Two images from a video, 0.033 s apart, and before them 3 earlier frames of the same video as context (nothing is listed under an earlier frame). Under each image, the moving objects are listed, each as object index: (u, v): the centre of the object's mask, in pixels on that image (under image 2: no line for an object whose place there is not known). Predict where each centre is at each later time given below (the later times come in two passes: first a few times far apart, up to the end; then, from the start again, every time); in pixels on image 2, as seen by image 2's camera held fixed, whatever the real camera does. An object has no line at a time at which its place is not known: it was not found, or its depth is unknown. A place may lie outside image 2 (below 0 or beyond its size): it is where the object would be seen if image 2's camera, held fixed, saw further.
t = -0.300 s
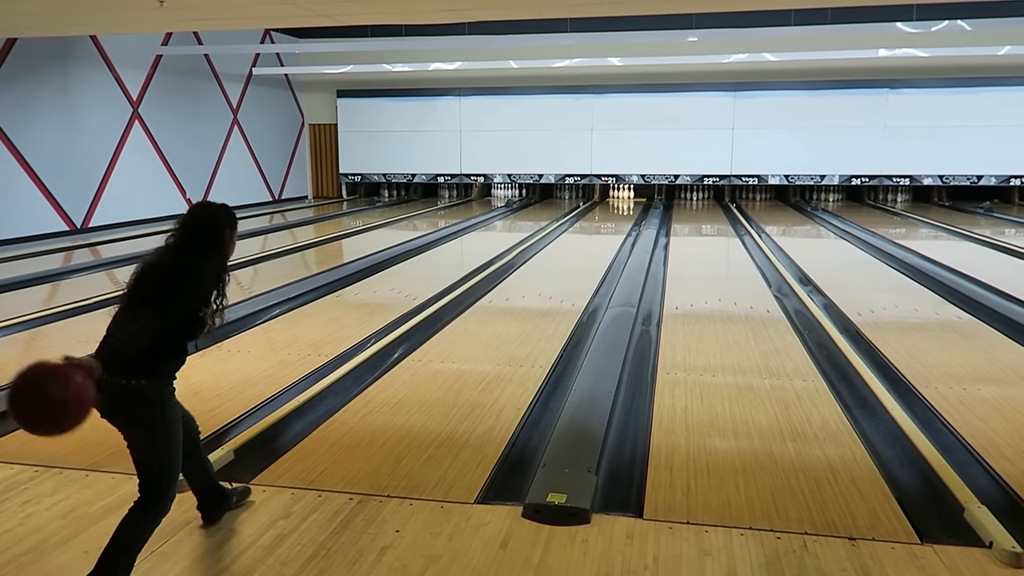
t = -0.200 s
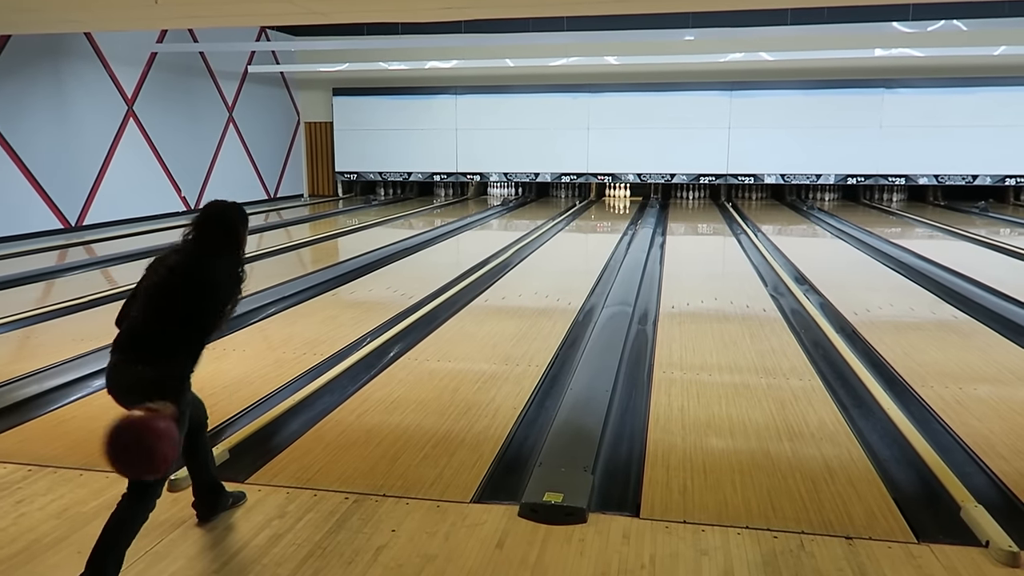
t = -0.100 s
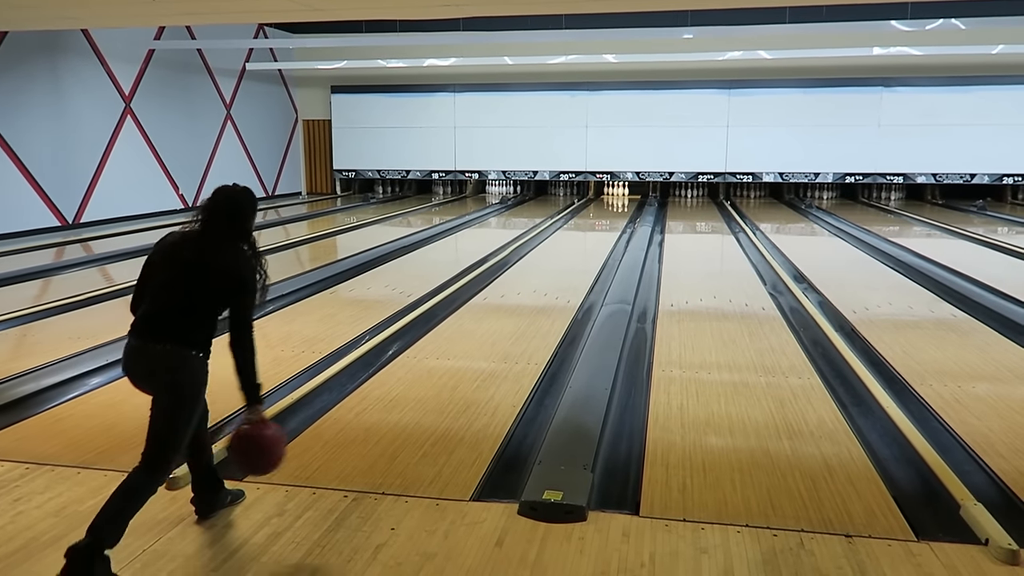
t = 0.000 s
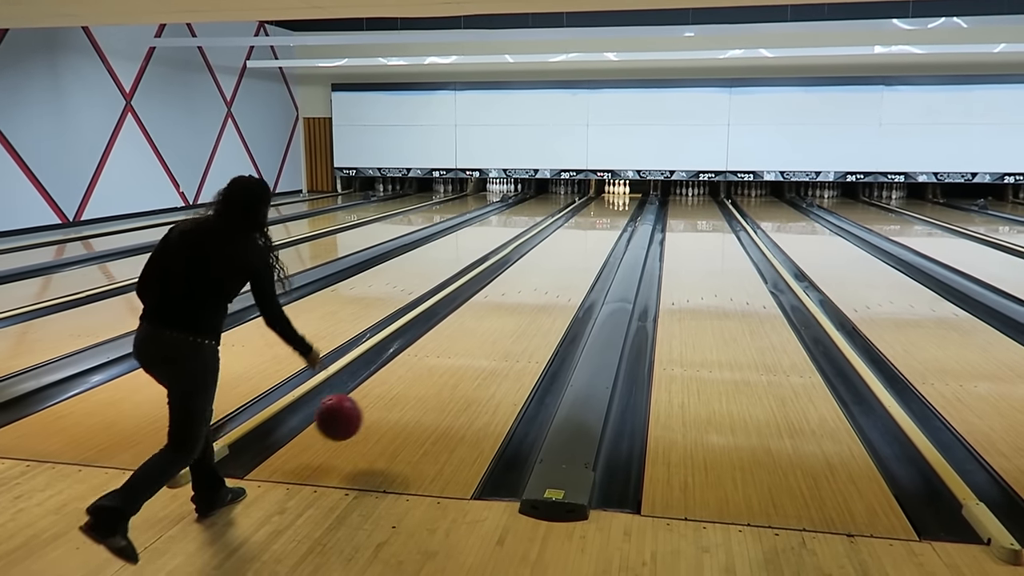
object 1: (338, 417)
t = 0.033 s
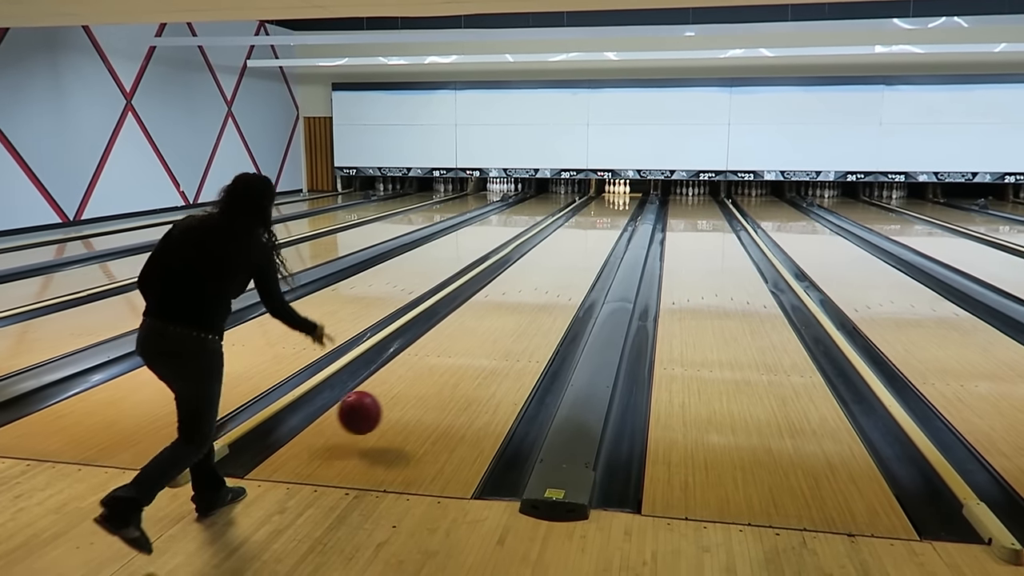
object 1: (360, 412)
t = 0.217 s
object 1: (438, 355)
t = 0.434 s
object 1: (493, 313)
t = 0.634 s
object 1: (526, 284)
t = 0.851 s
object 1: (551, 262)
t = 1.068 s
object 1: (569, 246)
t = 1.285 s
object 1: (583, 234)
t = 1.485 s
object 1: (592, 225)
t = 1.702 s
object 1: (601, 217)
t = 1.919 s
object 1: (607, 210)
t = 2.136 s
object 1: (613, 205)
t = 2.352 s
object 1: (617, 201)
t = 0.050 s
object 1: (369, 411)
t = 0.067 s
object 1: (378, 412)
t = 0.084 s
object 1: (386, 405)
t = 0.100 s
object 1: (394, 395)
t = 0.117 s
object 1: (401, 387)
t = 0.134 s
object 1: (408, 380)
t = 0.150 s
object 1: (414, 374)
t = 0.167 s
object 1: (421, 368)
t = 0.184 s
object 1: (427, 363)
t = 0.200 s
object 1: (433, 359)
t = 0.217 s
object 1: (438, 355)
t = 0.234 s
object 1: (443, 352)
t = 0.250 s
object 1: (449, 349)
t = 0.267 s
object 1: (454, 347)
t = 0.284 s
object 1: (458, 342)
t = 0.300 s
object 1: (463, 338)
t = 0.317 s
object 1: (467, 334)
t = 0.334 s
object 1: (471, 331)
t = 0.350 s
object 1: (475, 328)
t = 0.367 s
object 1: (479, 325)
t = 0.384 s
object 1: (483, 322)
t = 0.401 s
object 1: (486, 319)
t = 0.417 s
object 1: (490, 316)
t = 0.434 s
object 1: (493, 313)
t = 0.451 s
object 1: (497, 310)
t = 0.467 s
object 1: (500, 307)
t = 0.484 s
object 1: (503, 305)
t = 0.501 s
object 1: (506, 302)
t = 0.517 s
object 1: (509, 300)
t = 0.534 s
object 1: (511, 297)
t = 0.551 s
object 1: (514, 295)
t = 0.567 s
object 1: (516, 293)
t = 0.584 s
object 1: (519, 291)
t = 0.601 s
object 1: (522, 288)
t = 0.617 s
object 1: (524, 286)
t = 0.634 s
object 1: (526, 284)
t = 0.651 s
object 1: (528, 282)
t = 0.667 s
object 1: (530, 280)
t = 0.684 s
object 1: (533, 278)
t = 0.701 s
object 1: (535, 277)
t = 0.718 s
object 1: (537, 275)
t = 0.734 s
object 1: (539, 273)
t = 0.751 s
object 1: (541, 271)
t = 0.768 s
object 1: (542, 270)
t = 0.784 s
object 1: (544, 268)
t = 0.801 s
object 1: (546, 266)
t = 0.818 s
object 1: (547, 265)
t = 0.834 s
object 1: (549, 263)
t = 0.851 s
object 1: (551, 262)
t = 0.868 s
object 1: (553, 260)
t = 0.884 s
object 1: (554, 259)
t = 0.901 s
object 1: (556, 258)
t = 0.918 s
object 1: (557, 256)
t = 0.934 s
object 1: (559, 255)
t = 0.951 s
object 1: (560, 254)
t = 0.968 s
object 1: (561, 252)
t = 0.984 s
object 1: (563, 251)
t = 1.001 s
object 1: (564, 250)
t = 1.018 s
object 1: (565, 249)
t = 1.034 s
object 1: (566, 248)
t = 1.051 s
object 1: (568, 247)
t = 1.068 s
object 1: (569, 246)
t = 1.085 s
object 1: (571, 244)
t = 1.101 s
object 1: (572, 243)
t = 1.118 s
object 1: (573, 243)
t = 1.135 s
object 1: (574, 242)
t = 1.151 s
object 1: (575, 241)
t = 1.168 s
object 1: (576, 240)
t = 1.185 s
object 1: (577, 239)
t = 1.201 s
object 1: (578, 238)
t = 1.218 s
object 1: (579, 237)
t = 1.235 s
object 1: (580, 236)
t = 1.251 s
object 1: (581, 235)
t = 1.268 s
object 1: (582, 234)
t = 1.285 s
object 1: (583, 234)
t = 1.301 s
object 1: (584, 233)
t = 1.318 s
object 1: (585, 232)
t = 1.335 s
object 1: (586, 231)
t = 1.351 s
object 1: (586, 230)
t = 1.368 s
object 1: (587, 230)
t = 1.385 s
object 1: (588, 229)
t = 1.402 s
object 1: (589, 228)
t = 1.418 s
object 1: (589, 227)
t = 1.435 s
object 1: (590, 226)
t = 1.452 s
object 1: (591, 226)
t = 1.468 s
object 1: (592, 225)
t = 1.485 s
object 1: (592, 225)
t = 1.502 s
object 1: (593, 224)
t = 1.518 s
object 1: (594, 223)
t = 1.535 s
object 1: (595, 223)
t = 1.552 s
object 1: (595, 222)
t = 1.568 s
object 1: (596, 222)
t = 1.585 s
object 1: (596, 221)
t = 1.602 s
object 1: (597, 220)
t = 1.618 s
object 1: (598, 220)
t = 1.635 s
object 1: (598, 219)
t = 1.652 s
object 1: (599, 219)
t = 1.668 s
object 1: (600, 218)
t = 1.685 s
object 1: (601, 217)
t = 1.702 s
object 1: (601, 217)
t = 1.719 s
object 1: (602, 217)
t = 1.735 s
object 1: (602, 216)
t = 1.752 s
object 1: (603, 215)
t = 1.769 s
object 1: (603, 215)
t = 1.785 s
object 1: (603, 214)
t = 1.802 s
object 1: (604, 214)
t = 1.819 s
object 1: (604, 213)
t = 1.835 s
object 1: (605, 212)
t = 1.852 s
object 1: (605, 212)
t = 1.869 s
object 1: (606, 212)
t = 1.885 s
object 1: (606, 211)
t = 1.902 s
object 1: (607, 211)
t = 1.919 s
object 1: (607, 210)
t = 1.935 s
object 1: (608, 210)
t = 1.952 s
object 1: (608, 210)
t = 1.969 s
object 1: (608, 209)
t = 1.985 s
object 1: (609, 209)
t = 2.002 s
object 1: (609, 209)
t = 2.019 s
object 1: (609, 209)
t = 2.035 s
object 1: (610, 208)
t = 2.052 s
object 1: (610, 208)
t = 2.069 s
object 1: (610, 207)
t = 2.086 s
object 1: (611, 207)
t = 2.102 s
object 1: (612, 206)
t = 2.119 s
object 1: (612, 205)
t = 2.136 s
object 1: (613, 205)
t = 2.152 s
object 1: (613, 205)
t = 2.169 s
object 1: (614, 204)
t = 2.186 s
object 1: (614, 204)
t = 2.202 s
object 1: (614, 204)
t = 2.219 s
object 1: (614, 203)
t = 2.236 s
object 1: (615, 203)
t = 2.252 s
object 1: (615, 203)
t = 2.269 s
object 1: (615, 203)
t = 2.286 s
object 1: (615, 202)
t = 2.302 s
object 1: (616, 202)
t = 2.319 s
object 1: (616, 201)
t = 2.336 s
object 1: (617, 201)
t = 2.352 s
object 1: (617, 201)
